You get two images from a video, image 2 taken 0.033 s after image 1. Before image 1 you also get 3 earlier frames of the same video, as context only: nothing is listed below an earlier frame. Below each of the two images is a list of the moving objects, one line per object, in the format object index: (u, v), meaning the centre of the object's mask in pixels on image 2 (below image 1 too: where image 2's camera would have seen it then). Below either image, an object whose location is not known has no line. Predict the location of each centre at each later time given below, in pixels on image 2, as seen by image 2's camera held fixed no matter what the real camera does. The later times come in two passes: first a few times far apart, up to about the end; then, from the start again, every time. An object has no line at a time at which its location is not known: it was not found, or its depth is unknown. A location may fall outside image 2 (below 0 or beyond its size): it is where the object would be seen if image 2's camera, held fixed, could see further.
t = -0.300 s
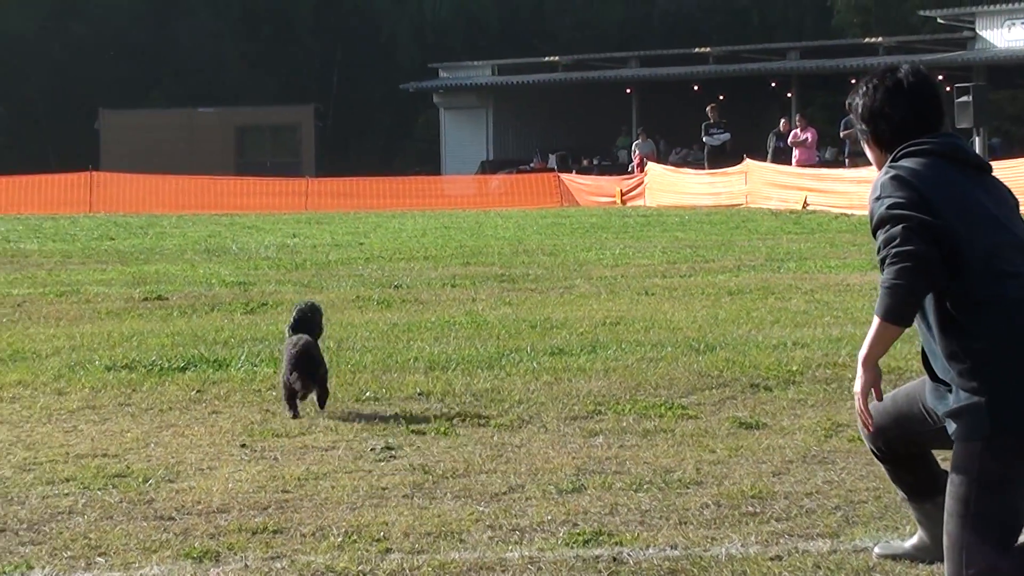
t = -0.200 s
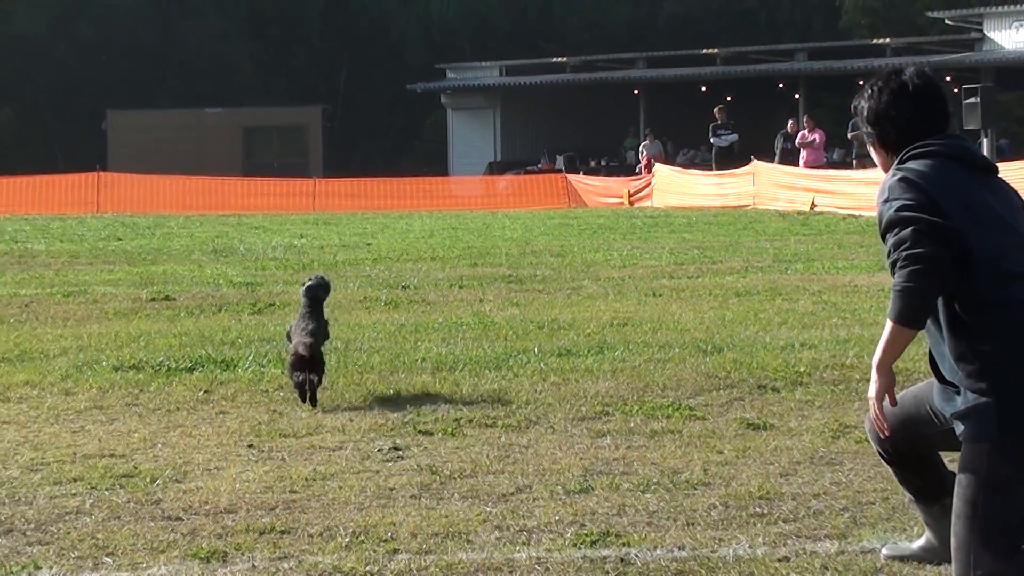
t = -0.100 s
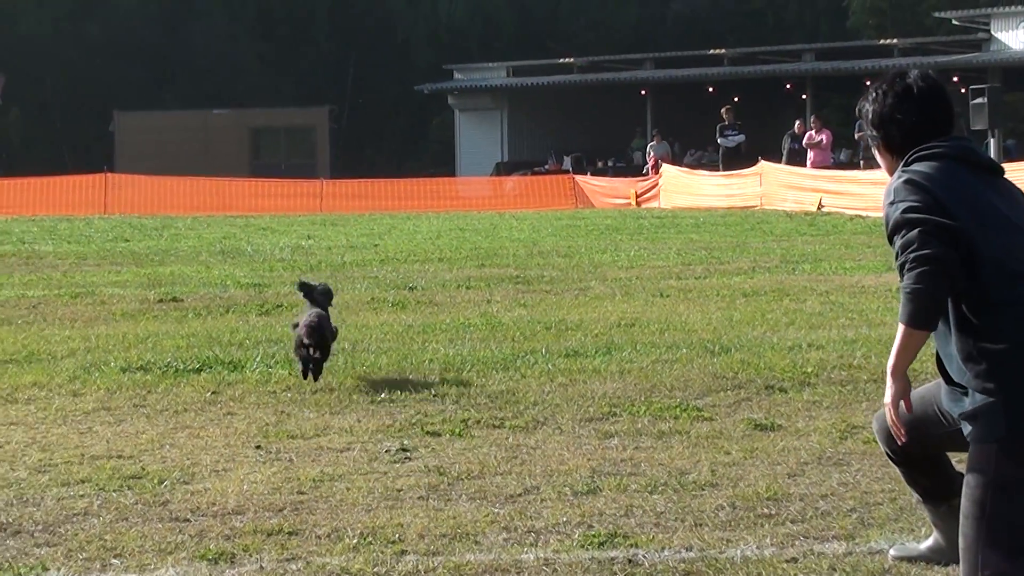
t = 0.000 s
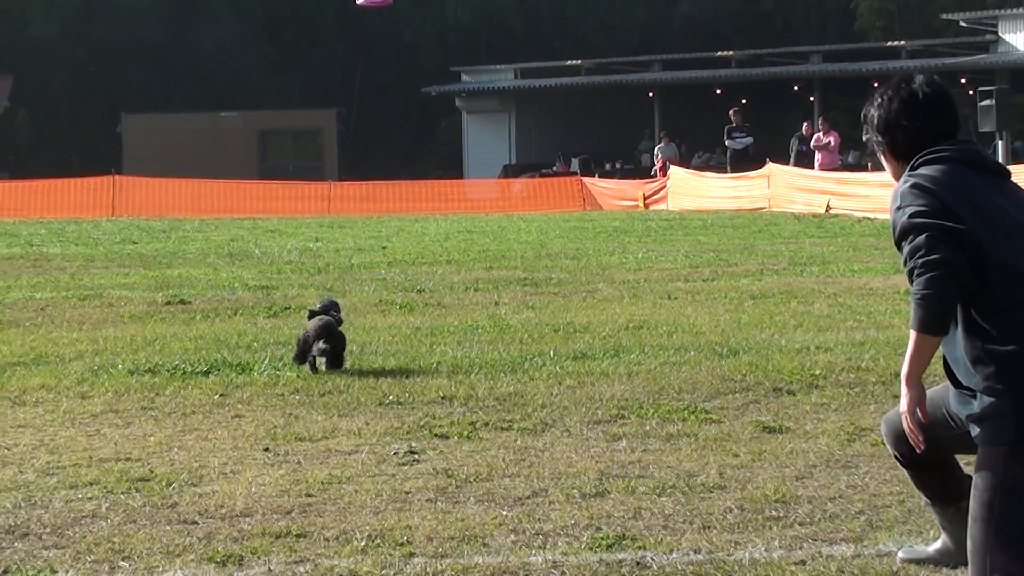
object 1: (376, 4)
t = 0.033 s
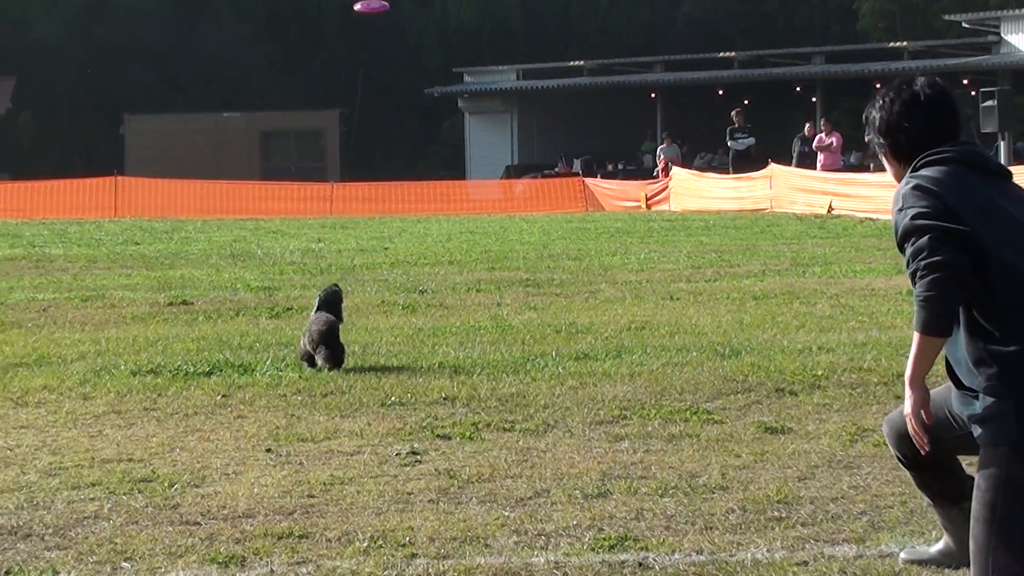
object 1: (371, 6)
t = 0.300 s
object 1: (333, 60)
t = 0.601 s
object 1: (278, 147)
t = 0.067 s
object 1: (366, 12)
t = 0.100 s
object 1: (361, 17)
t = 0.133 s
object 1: (357, 24)
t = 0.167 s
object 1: (352, 30)
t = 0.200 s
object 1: (348, 37)
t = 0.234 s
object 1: (343, 45)
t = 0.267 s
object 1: (338, 52)
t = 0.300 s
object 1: (333, 60)
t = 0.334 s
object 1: (328, 68)
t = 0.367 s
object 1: (322, 76)
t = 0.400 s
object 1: (317, 85)
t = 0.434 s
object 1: (311, 94)
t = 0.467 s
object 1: (306, 104)
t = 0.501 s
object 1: (299, 114)
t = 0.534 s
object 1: (292, 125)
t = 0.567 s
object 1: (285, 136)
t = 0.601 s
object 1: (278, 147)
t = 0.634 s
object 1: (270, 159)
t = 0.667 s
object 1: (262, 171)
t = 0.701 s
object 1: (254, 184)
